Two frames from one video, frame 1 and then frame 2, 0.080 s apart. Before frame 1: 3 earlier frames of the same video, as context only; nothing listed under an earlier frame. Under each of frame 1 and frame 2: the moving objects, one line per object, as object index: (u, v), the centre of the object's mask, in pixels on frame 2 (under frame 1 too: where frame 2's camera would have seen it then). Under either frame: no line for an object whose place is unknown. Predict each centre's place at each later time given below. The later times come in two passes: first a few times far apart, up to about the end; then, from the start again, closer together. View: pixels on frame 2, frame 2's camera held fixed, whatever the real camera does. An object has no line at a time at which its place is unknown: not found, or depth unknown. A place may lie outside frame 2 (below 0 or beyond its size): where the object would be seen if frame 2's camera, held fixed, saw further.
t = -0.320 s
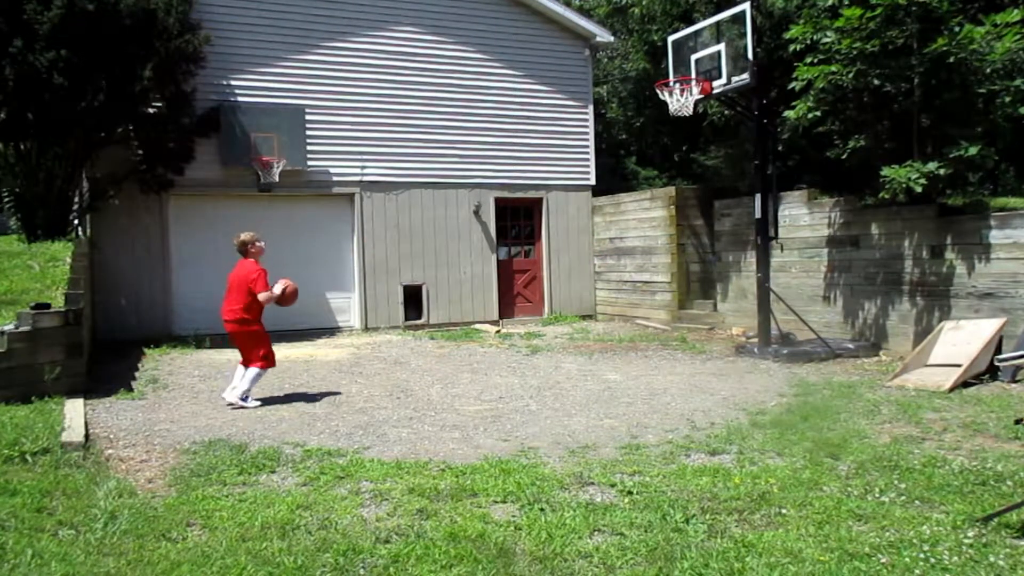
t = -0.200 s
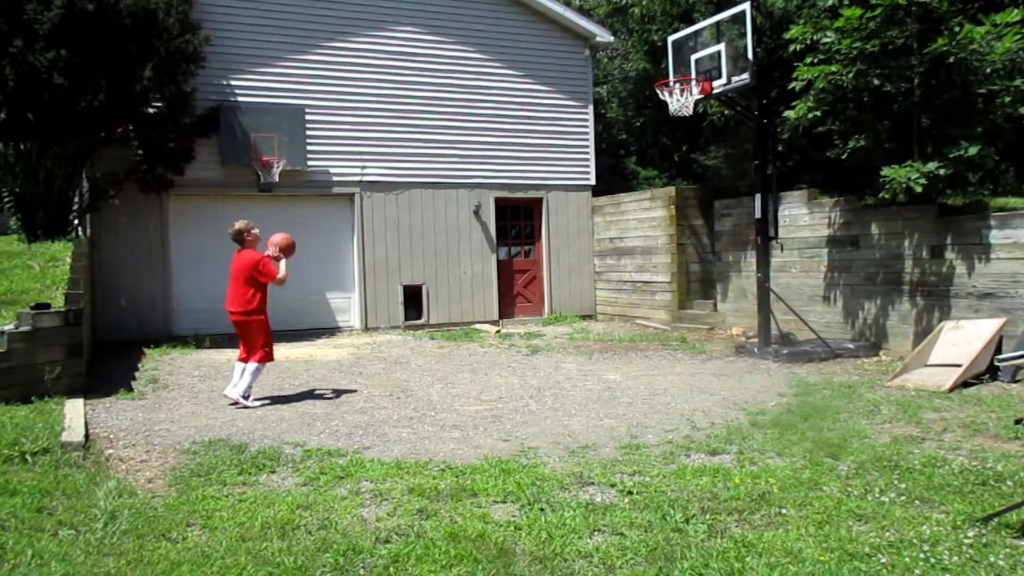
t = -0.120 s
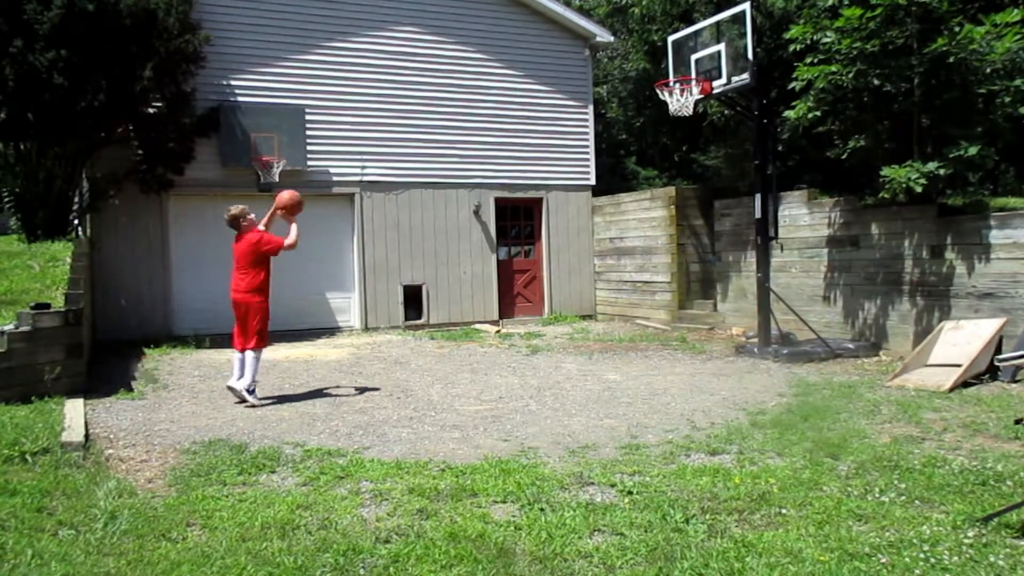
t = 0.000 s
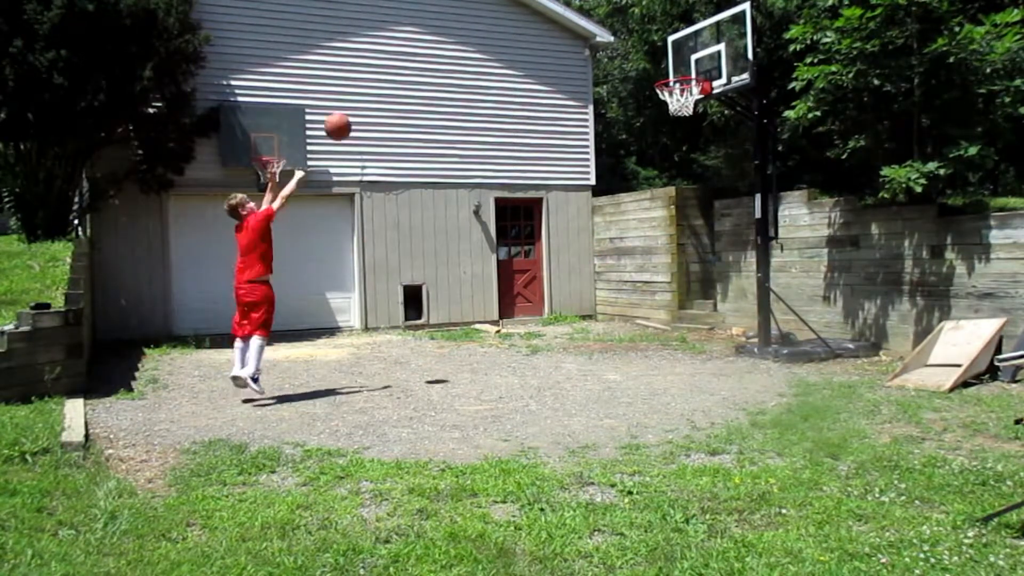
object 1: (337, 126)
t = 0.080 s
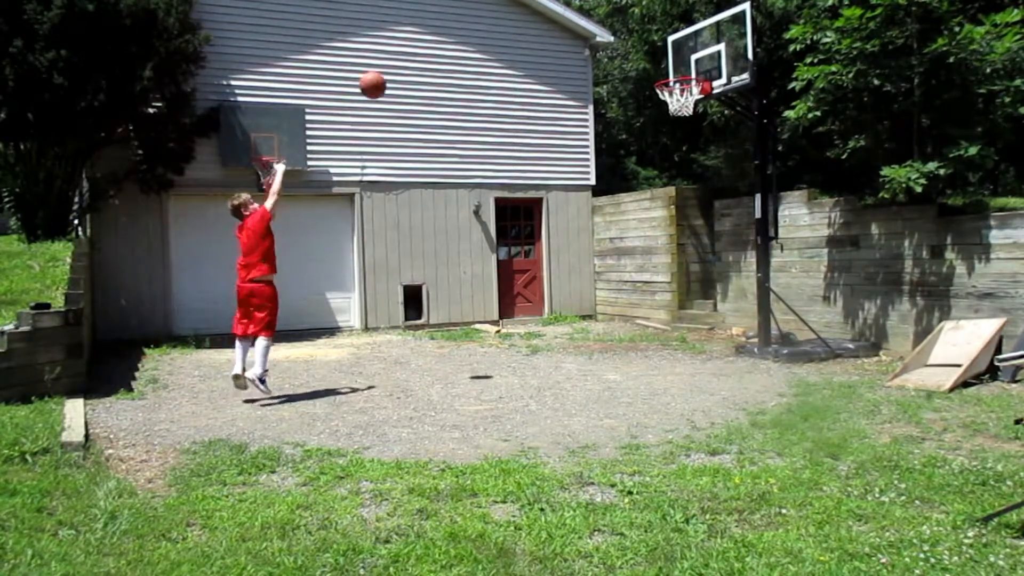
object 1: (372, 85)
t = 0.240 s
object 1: (439, 26)
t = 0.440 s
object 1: (517, 3)
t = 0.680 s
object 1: (605, 11)
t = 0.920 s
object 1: (685, 80)
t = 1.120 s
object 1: (673, 116)
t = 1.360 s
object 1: (637, 182)
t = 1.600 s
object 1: (605, 293)
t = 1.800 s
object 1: (578, 307)
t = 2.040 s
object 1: (543, 224)
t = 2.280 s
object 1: (508, 192)
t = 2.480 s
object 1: (481, 202)
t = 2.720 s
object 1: (451, 262)
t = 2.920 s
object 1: (426, 352)
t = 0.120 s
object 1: (390, 67)
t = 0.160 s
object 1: (406, 52)
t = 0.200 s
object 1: (423, 38)
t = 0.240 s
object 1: (439, 26)
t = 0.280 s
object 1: (455, 16)
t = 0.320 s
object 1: (471, 10)
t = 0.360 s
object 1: (487, 6)
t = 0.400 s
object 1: (502, 4)
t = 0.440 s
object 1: (517, 3)
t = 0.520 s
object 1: (547, 3)
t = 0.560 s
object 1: (561, 4)
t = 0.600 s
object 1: (577, 6)
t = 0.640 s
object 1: (591, 7)
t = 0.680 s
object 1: (605, 11)
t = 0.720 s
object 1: (619, 20)
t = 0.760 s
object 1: (634, 29)
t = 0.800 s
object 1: (647, 40)
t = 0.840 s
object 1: (660, 53)
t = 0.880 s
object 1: (674, 67)
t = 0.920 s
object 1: (685, 80)
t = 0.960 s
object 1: (693, 90)
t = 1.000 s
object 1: (692, 102)
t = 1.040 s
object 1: (686, 105)
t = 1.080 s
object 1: (680, 111)
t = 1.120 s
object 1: (673, 116)
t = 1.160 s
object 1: (667, 124)
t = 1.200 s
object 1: (660, 133)
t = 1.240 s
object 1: (654, 143)
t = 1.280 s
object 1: (649, 155)
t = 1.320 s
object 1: (643, 167)
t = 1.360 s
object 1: (637, 182)
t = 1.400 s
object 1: (632, 198)
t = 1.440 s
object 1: (626, 214)
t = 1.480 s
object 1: (621, 232)
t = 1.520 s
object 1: (615, 252)
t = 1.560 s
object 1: (610, 272)
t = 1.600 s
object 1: (605, 293)
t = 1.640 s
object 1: (600, 316)
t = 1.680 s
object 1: (596, 340)
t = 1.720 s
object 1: (591, 346)
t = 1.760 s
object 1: (584, 326)
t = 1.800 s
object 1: (578, 307)
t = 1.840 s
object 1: (572, 290)
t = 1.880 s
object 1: (566, 274)
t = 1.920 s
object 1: (560, 259)
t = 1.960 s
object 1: (554, 247)
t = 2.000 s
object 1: (548, 235)
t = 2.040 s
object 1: (543, 224)
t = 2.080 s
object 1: (537, 215)
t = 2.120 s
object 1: (531, 208)
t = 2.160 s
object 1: (526, 201)
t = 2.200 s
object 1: (519, 197)
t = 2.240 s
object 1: (514, 194)
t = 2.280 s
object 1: (508, 192)
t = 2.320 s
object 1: (503, 191)
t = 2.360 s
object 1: (498, 191)
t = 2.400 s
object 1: (492, 193)
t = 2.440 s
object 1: (487, 197)
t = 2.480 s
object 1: (481, 202)
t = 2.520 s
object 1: (476, 208)
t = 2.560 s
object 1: (471, 216)
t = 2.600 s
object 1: (466, 226)
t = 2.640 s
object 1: (461, 237)
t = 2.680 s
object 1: (456, 249)
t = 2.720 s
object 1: (451, 262)
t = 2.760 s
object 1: (446, 277)
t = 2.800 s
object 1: (441, 294)
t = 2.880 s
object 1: (431, 331)
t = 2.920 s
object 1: (426, 352)
